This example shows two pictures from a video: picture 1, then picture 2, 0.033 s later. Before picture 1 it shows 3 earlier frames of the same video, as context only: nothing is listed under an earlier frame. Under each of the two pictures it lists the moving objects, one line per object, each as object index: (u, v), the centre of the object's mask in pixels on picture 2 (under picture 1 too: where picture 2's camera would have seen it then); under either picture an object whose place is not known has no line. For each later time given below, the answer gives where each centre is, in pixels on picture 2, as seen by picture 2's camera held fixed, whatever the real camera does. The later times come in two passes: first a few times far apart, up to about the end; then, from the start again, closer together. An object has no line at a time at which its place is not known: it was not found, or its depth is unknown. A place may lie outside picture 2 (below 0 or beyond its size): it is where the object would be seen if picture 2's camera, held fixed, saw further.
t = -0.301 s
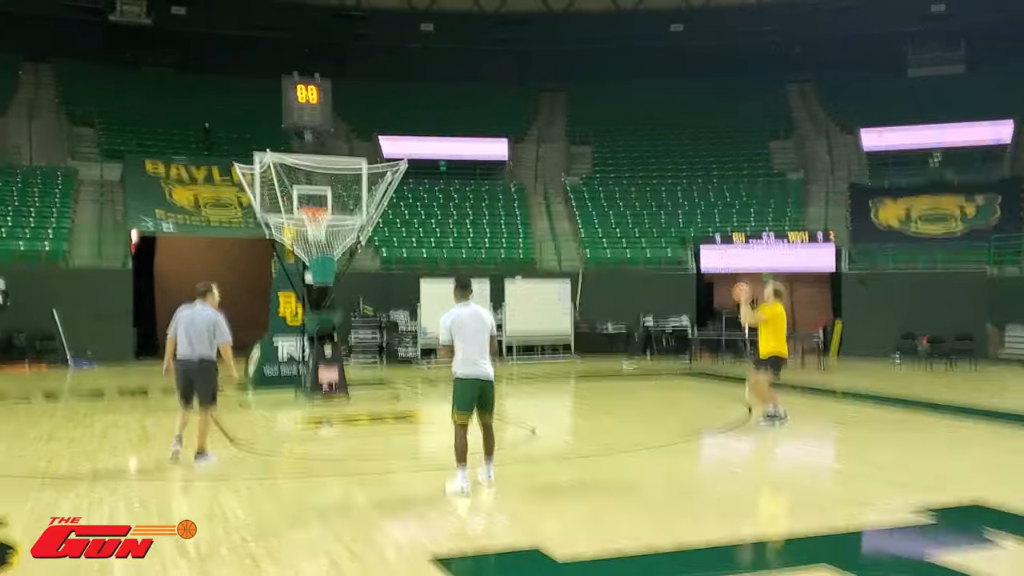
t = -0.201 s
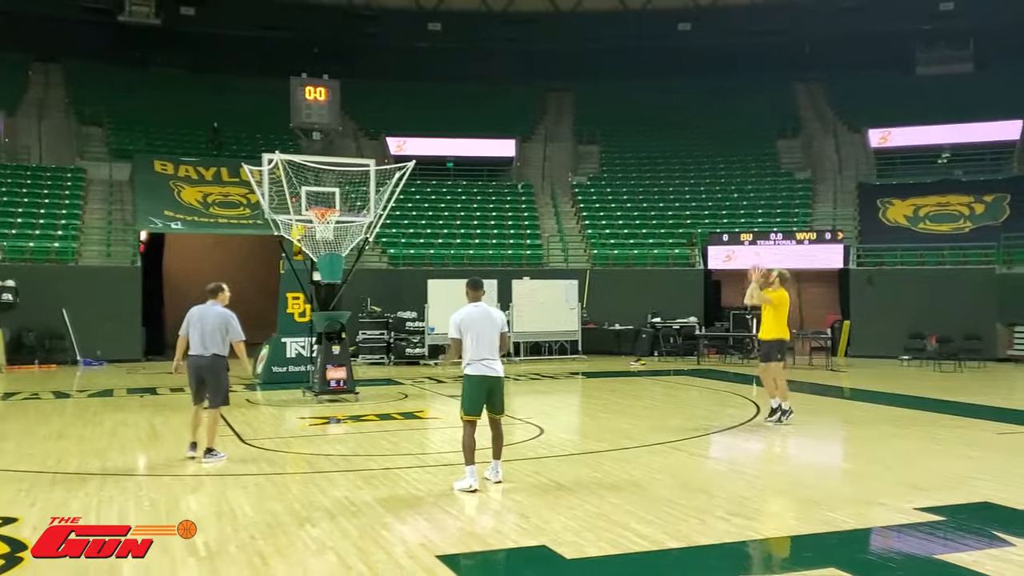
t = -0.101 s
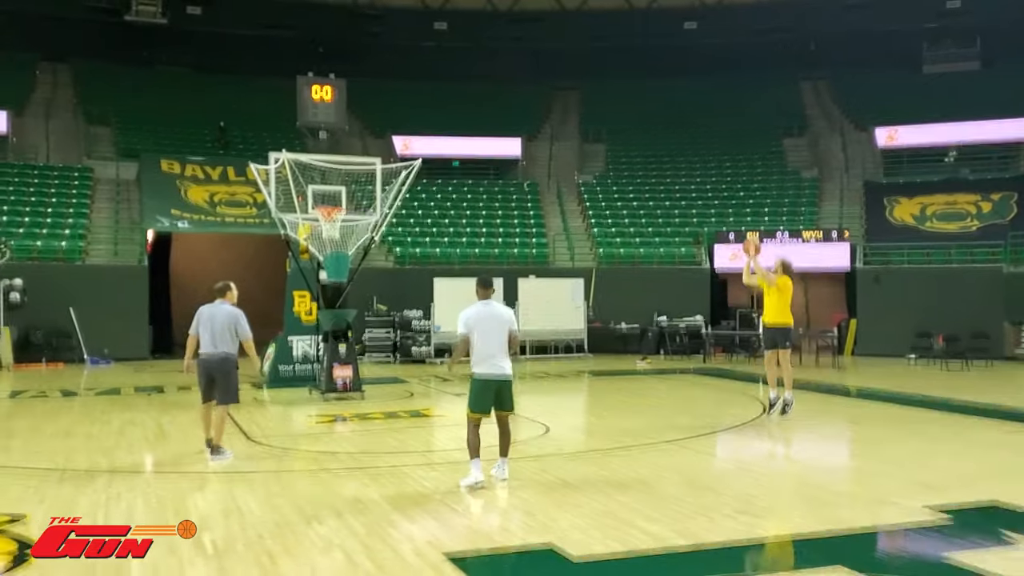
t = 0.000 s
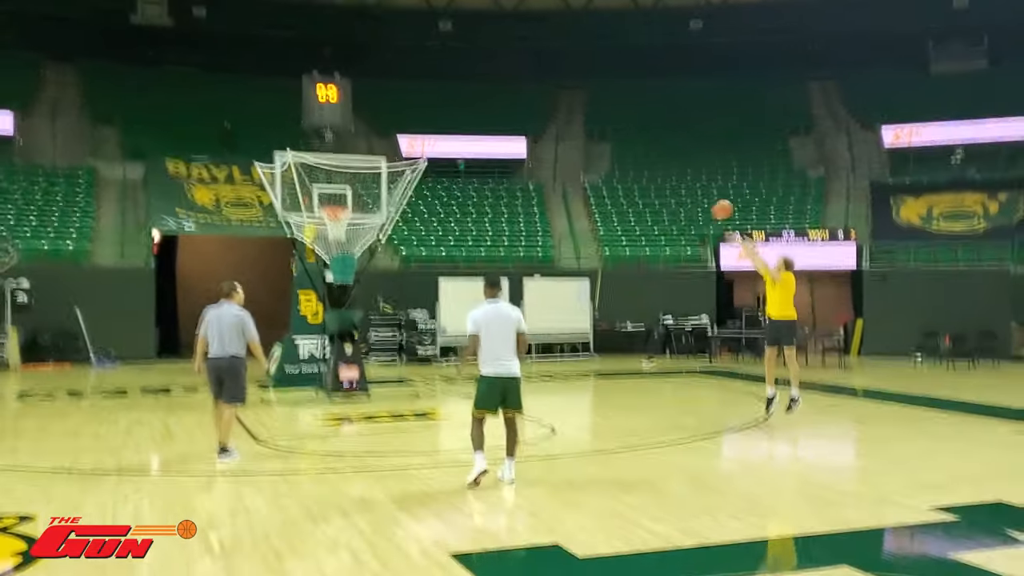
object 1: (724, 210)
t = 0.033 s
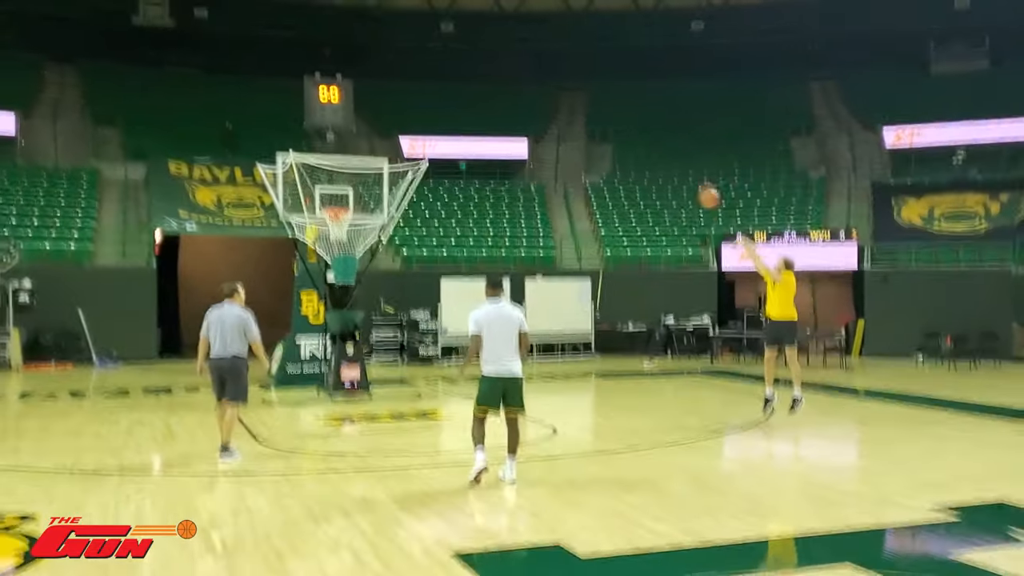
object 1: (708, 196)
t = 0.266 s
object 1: (613, 135)
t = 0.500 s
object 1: (529, 113)
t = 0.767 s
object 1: (442, 130)
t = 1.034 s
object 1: (362, 187)
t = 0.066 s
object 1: (695, 185)
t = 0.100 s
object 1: (680, 175)
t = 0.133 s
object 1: (666, 165)
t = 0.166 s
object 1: (653, 156)
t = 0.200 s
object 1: (639, 148)
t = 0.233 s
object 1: (626, 141)
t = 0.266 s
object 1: (613, 135)
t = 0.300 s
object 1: (601, 129)
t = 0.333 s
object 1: (589, 125)
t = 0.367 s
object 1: (576, 121)
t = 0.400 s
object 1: (564, 118)
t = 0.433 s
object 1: (552, 115)
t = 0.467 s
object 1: (541, 114)
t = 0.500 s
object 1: (529, 113)
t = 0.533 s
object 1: (517, 113)
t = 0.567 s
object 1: (506, 114)
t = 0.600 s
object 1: (495, 115)
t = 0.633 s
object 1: (484, 117)
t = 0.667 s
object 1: (473, 119)
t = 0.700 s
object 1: (463, 122)
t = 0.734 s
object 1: (453, 126)
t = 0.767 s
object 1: (442, 130)
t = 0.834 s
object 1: (423, 140)
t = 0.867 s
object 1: (412, 149)
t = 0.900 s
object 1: (401, 156)
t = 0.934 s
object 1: (393, 160)
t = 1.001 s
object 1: (371, 178)
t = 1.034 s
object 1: (362, 187)
